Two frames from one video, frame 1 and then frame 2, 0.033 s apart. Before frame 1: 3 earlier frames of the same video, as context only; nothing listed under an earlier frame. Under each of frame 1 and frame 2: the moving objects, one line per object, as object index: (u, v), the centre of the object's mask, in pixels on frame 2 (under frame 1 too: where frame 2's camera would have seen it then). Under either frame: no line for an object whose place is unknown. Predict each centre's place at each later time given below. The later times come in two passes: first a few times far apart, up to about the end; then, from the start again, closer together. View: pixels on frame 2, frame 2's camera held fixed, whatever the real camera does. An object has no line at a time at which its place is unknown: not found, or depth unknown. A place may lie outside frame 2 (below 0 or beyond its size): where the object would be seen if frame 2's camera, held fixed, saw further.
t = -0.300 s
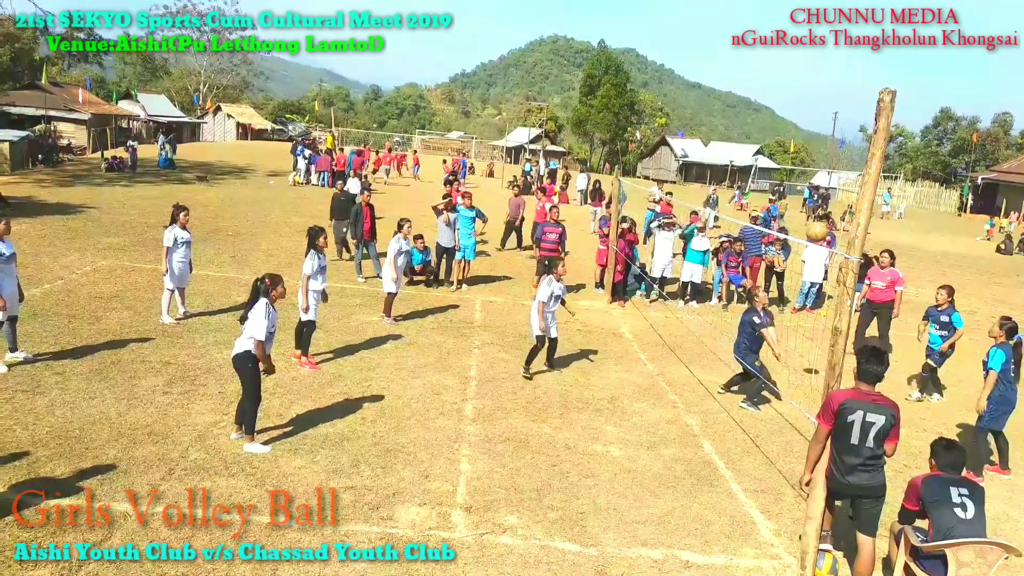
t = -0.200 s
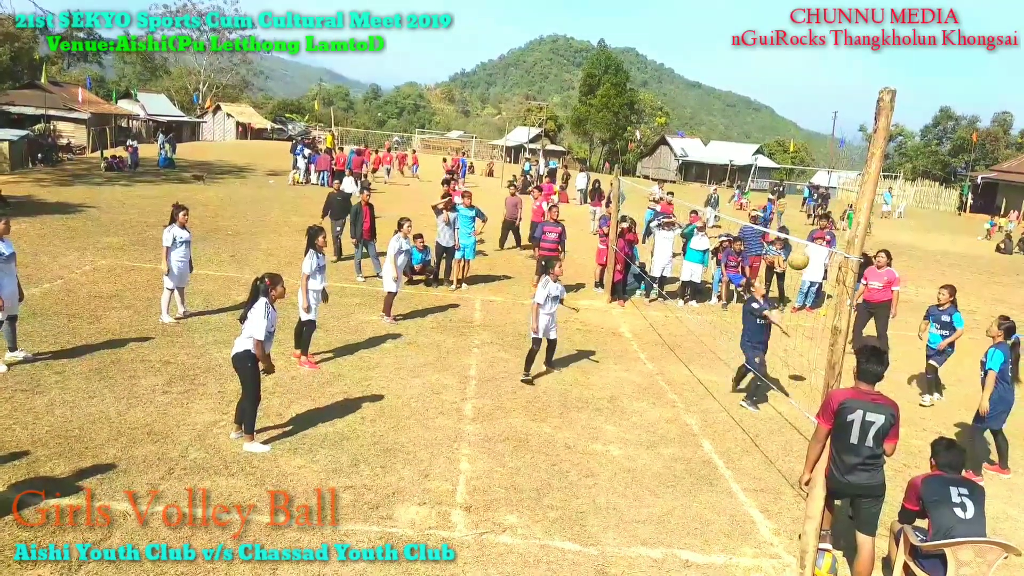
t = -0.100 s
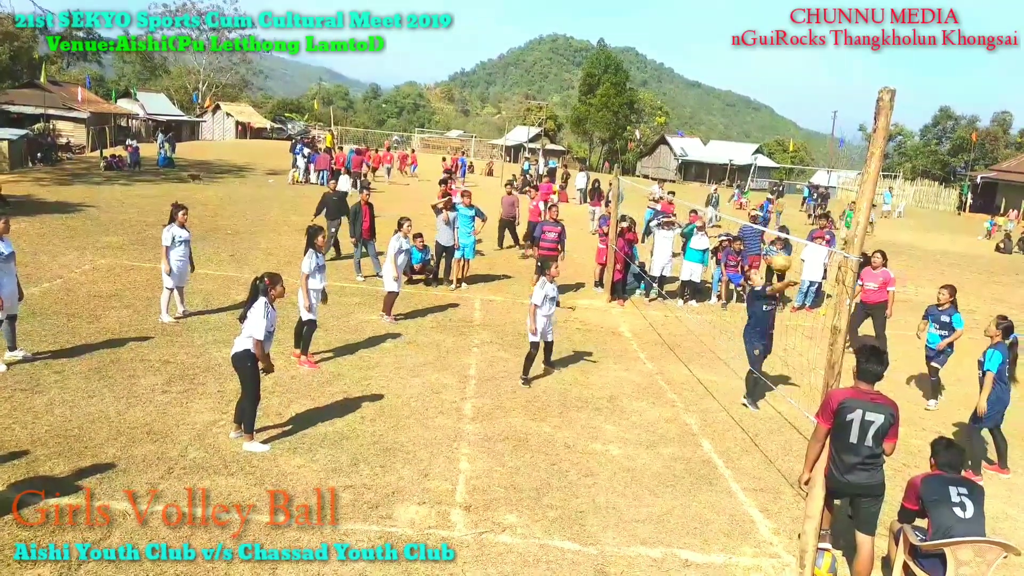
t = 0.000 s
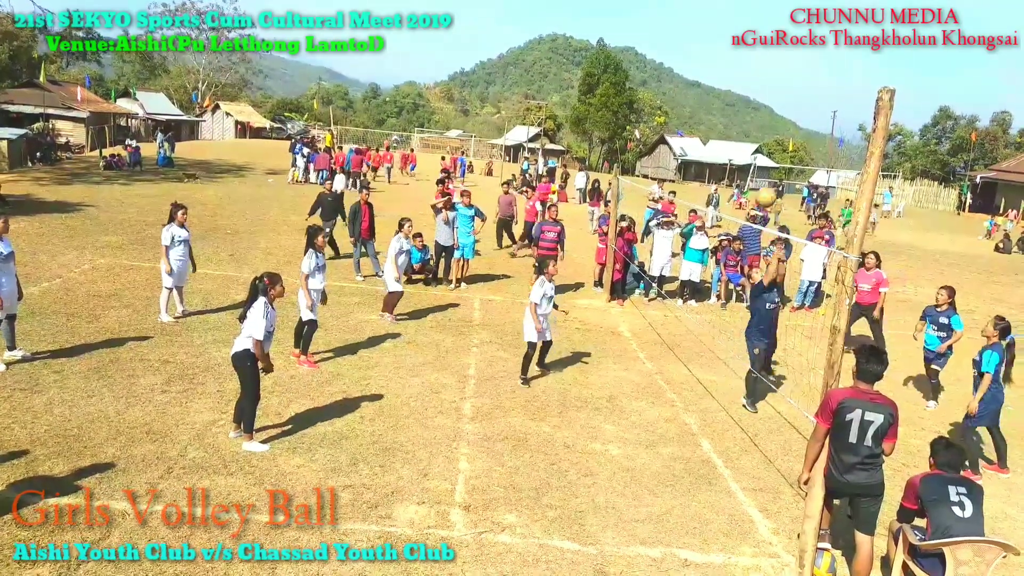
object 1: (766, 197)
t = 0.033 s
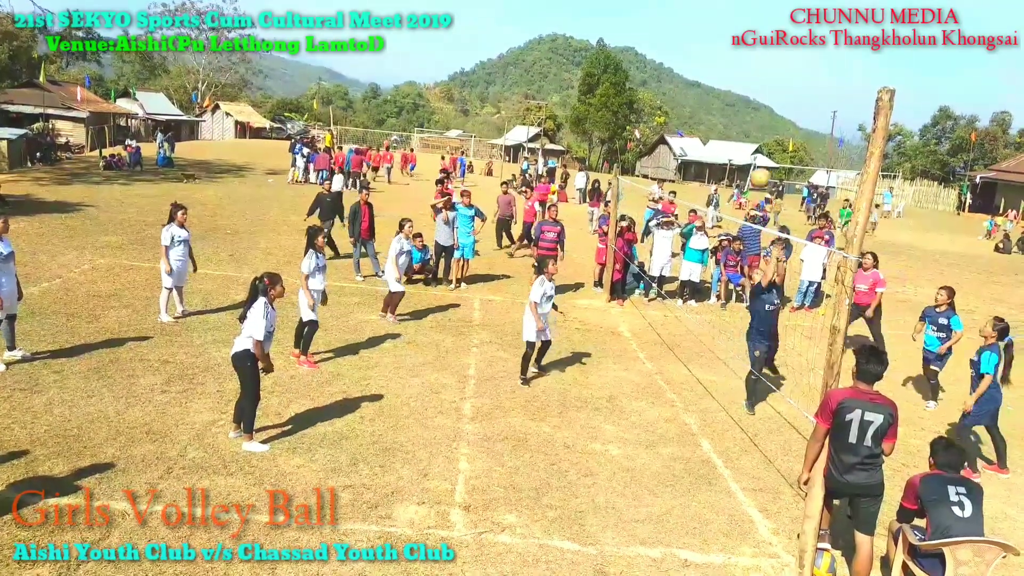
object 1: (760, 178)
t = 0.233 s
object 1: (729, 84)
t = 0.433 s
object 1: (694, 27)
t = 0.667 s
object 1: (649, 13)
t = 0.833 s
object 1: (615, 35)
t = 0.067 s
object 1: (755, 161)
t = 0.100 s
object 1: (750, 142)
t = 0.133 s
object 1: (745, 126)
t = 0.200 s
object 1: (734, 97)
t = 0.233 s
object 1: (729, 84)
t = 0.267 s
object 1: (723, 72)
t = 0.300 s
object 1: (718, 60)
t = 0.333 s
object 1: (712, 51)
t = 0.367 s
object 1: (706, 42)
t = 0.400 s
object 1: (700, 34)
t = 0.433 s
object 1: (694, 27)
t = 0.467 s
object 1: (688, 21)
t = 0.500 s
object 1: (682, 18)
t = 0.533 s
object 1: (675, 15)
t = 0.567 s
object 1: (669, 13)
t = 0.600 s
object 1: (663, 12)
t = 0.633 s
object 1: (656, 12)
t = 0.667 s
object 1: (649, 13)
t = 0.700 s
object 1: (642, 15)
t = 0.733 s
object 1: (636, 18)
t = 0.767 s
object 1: (629, 23)
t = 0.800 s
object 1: (622, 28)
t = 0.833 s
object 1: (615, 35)
